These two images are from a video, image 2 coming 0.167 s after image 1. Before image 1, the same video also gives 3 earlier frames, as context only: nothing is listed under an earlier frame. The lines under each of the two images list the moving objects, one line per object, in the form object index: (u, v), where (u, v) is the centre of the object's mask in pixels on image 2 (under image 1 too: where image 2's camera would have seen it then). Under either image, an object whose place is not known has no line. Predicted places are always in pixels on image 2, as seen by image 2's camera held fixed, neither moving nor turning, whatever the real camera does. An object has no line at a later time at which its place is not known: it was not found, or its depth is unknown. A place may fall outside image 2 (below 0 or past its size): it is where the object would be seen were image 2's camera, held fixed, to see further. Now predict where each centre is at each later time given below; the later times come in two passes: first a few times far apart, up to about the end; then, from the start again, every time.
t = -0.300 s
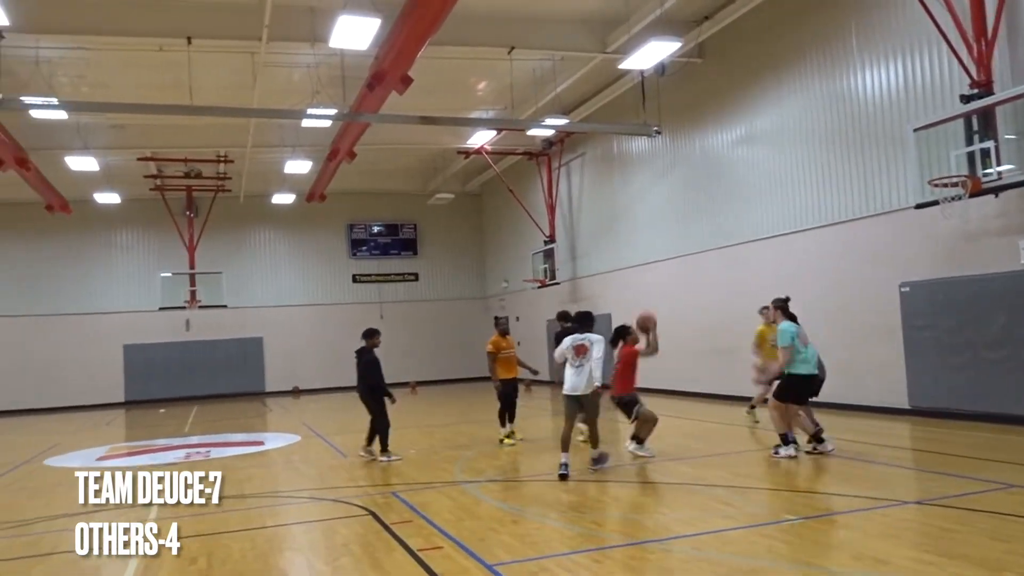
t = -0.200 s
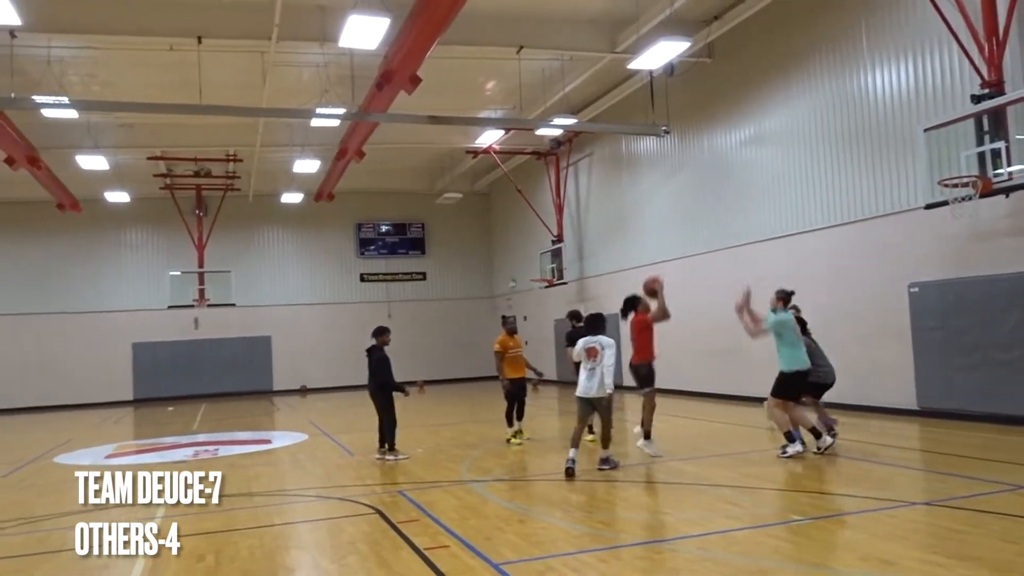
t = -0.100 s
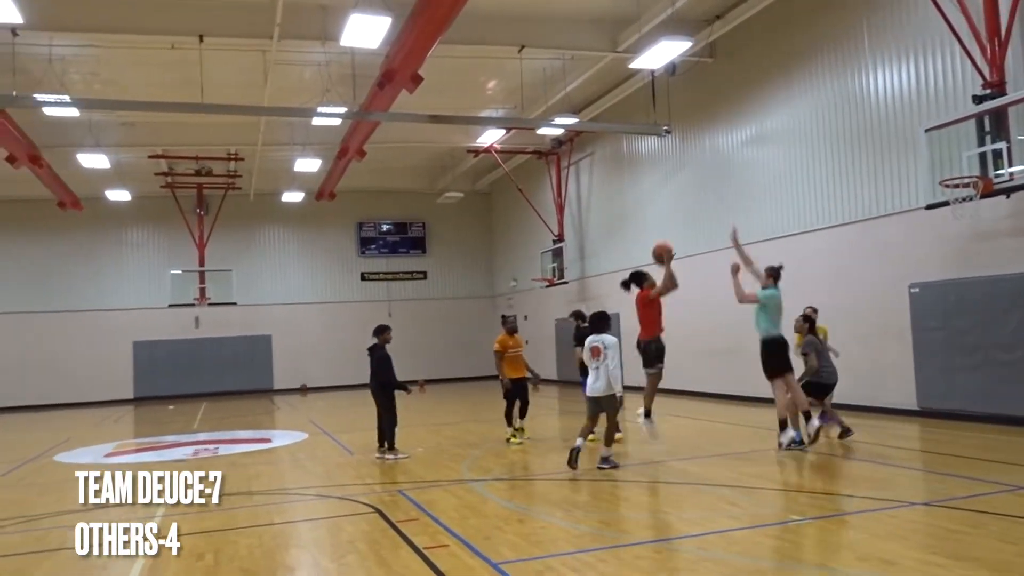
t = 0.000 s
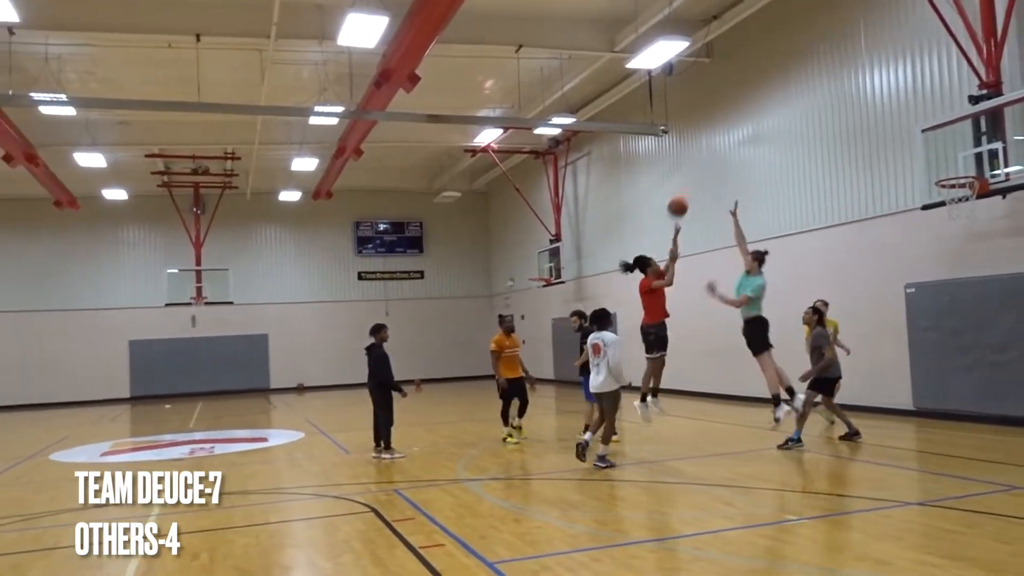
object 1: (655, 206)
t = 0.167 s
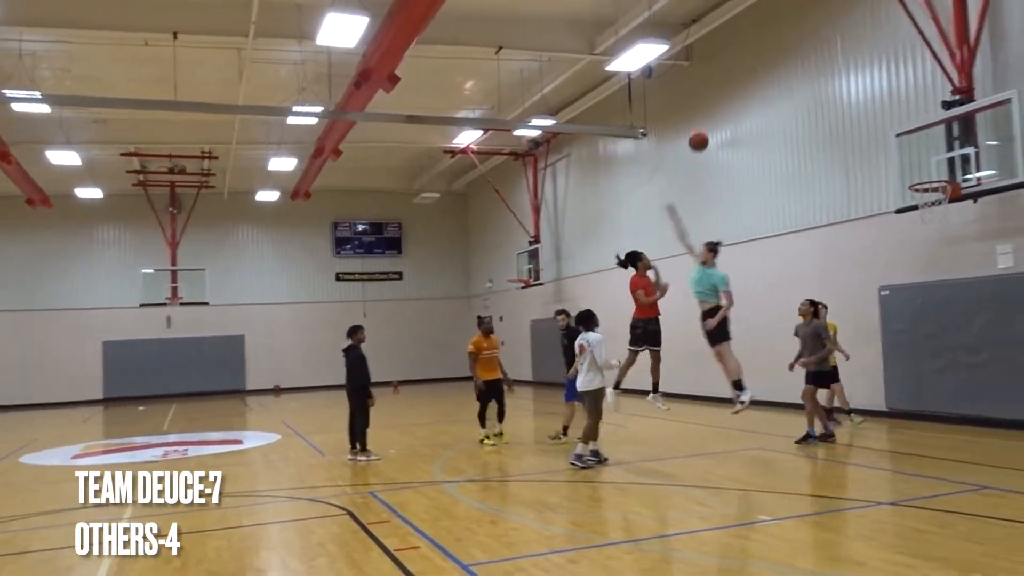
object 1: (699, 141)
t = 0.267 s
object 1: (724, 113)
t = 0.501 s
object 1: (786, 77)
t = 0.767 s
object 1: (857, 86)
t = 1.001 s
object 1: (922, 141)
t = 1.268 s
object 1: (932, 166)
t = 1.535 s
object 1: (974, 148)
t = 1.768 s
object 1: (967, 191)
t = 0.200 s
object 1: (707, 131)
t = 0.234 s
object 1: (716, 121)
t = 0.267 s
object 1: (724, 113)
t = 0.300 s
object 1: (733, 105)
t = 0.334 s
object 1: (742, 98)
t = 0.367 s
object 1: (751, 92)
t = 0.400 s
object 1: (759, 87)
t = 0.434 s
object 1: (768, 83)
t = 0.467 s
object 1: (777, 80)
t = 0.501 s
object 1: (786, 77)
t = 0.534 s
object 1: (795, 75)
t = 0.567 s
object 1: (803, 74)
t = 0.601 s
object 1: (812, 74)
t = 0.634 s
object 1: (821, 75)
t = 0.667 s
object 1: (830, 77)
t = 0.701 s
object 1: (839, 79)
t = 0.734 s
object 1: (848, 82)
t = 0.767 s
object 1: (857, 86)
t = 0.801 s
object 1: (866, 91)
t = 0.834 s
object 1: (875, 98)
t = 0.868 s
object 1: (884, 105)
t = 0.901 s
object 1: (893, 112)
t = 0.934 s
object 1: (902, 120)
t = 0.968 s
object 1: (912, 131)
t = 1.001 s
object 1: (922, 141)
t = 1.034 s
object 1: (931, 152)
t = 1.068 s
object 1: (938, 164)
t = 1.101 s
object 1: (935, 171)
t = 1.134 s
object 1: (931, 177)
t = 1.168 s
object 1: (926, 178)
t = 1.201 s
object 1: (922, 179)
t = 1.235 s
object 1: (927, 172)
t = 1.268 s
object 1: (932, 166)
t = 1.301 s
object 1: (937, 161)
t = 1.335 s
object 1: (942, 156)
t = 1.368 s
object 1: (946, 153)
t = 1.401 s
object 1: (953, 149)
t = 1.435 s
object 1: (958, 147)
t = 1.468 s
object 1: (962, 146)
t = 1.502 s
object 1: (969, 147)
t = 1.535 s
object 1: (974, 148)
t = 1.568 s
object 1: (973, 151)
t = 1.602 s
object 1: (973, 155)
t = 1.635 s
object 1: (972, 160)
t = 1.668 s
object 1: (971, 167)
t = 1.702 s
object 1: (970, 173)
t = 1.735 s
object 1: (967, 185)
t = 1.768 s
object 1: (967, 191)
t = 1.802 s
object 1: (968, 199)
